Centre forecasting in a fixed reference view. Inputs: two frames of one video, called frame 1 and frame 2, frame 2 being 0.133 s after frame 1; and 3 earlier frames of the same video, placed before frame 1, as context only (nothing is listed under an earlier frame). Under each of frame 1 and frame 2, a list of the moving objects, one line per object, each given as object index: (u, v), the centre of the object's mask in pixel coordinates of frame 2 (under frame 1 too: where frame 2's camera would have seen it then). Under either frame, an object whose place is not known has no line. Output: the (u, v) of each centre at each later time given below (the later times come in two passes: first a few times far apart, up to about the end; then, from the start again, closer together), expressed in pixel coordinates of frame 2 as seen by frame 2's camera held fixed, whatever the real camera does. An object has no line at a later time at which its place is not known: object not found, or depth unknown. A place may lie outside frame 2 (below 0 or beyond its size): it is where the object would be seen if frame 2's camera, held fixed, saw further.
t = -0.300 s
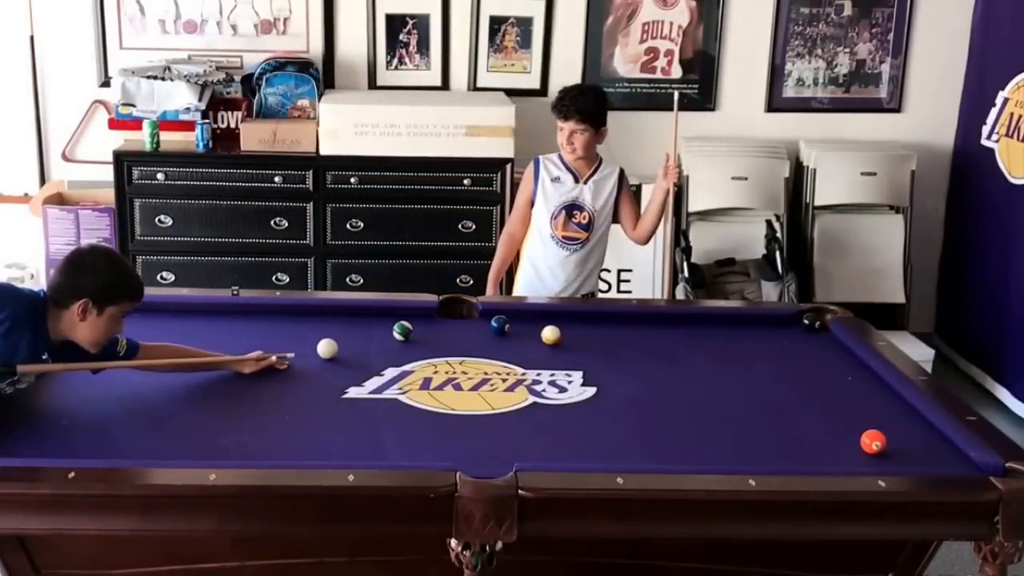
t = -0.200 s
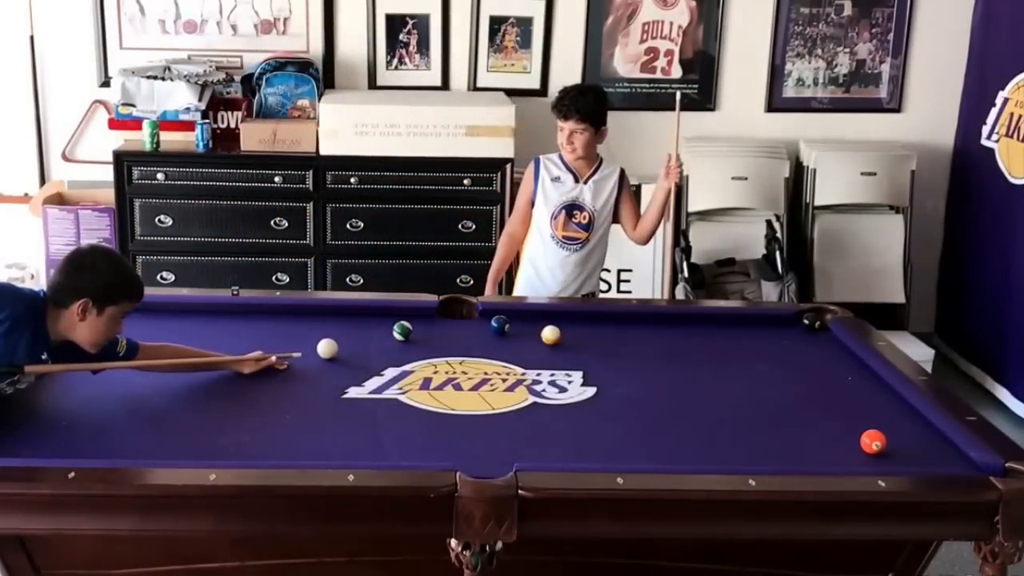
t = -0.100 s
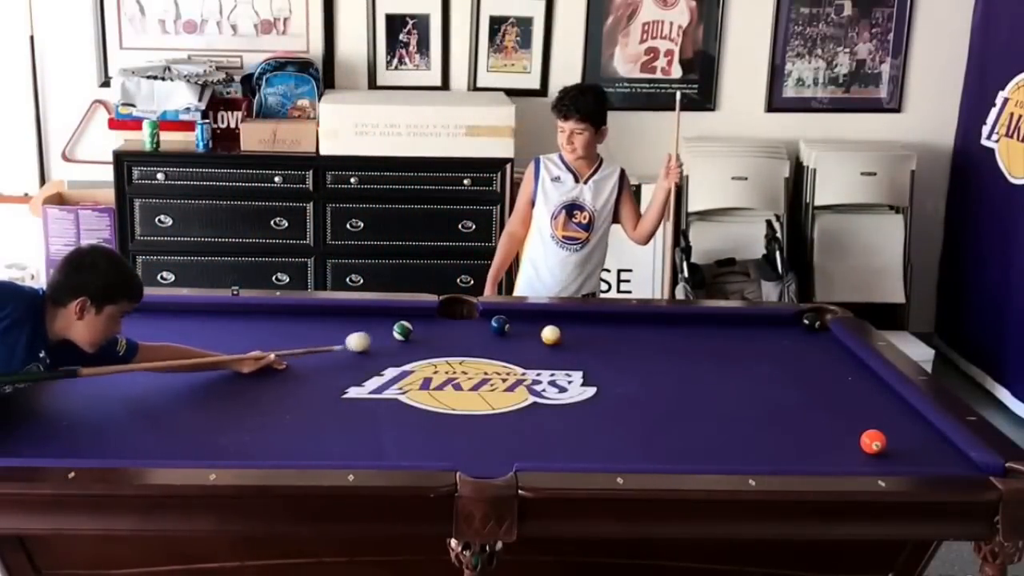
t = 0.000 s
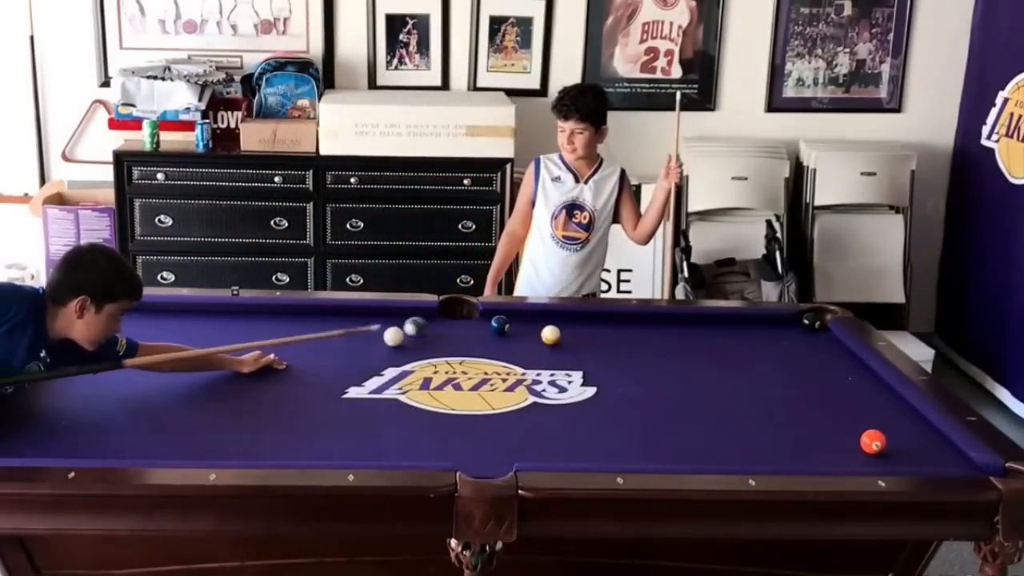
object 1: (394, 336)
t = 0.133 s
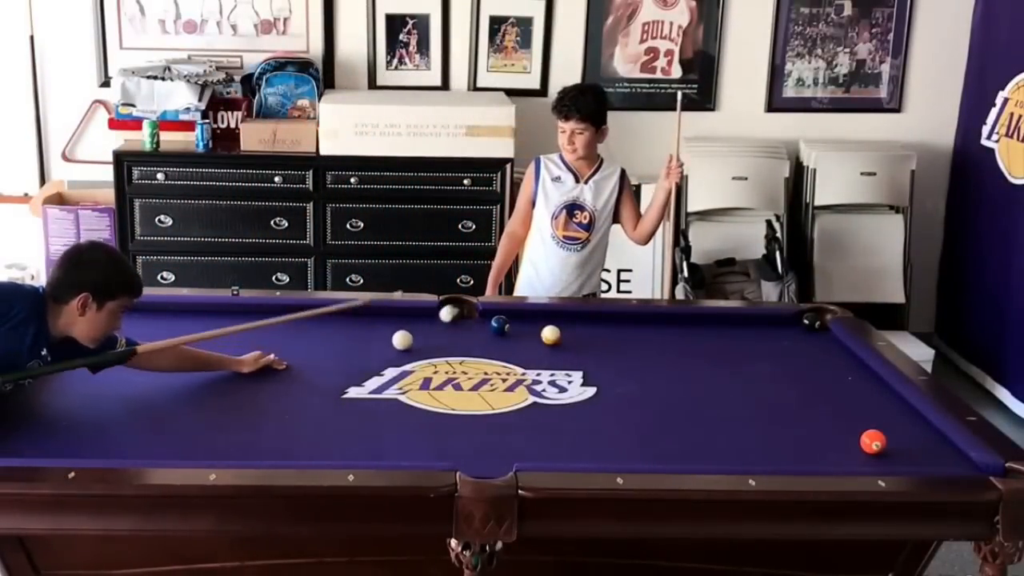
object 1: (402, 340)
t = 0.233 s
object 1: (408, 342)
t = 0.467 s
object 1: (422, 348)
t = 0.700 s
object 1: (436, 353)
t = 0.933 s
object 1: (448, 359)
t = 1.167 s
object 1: (461, 363)
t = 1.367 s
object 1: (472, 367)
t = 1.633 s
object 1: (485, 371)
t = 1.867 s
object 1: (496, 375)
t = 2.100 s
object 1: (507, 379)
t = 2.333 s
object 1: (517, 382)
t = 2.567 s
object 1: (526, 384)
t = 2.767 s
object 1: (531, 386)
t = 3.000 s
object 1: (538, 388)
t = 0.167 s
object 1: (404, 341)
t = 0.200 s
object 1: (406, 342)
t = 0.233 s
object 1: (408, 342)
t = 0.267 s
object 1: (410, 343)
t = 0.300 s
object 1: (412, 344)
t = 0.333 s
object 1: (414, 345)
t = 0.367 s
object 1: (416, 345)
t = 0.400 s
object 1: (418, 346)
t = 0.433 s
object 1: (420, 347)
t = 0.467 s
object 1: (422, 348)
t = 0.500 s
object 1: (424, 349)
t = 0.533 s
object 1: (426, 349)
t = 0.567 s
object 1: (428, 350)
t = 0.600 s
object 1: (430, 350)
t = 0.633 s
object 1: (432, 351)
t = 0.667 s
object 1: (434, 352)
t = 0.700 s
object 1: (436, 353)
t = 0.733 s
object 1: (438, 354)
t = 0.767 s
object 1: (439, 355)
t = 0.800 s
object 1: (441, 355)
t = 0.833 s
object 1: (443, 356)
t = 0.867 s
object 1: (444, 357)
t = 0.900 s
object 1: (447, 358)
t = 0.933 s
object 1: (448, 359)
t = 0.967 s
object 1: (450, 360)
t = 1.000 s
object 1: (451, 360)
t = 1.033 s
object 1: (454, 361)
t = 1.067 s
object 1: (455, 361)
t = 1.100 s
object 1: (457, 362)
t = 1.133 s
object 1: (459, 363)
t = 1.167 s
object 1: (461, 363)
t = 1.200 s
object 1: (463, 364)
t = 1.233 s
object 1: (465, 365)
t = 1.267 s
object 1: (466, 366)
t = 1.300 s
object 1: (468, 367)
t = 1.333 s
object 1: (470, 367)
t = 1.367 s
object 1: (472, 367)
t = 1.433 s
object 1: (475, 368)
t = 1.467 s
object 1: (477, 368)
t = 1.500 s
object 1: (478, 369)
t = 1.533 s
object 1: (479, 370)
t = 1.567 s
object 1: (481, 370)
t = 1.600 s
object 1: (484, 371)
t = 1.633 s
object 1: (485, 371)
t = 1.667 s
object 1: (487, 372)
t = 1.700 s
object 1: (488, 372)
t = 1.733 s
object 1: (490, 373)
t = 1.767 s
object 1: (491, 374)
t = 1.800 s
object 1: (493, 374)
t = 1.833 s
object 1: (494, 374)
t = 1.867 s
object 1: (496, 375)
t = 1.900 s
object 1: (499, 376)
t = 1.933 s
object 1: (500, 377)
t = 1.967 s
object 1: (502, 377)
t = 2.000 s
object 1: (502, 377)
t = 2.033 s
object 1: (503, 378)
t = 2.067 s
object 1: (506, 379)
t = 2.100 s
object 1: (507, 379)
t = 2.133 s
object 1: (509, 380)
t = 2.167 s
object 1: (510, 380)
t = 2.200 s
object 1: (511, 381)
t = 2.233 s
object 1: (513, 381)
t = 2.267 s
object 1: (514, 382)
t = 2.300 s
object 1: (515, 382)
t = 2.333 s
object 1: (517, 382)
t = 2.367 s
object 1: (518, 382)
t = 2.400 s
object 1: (519, 383)
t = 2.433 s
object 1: (520, 383)
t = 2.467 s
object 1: (521, 383)
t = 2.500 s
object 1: (523, 384)
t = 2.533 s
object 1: (524, 384)
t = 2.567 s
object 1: (526, 384)
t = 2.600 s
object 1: (526, 385)
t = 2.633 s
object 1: (527, 385)
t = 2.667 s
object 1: (529, 385)
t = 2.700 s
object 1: (530, 386)
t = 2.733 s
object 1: (531, 386)
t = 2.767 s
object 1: (531, 386)
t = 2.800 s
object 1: (533, 387)
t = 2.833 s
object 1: (534, 387)
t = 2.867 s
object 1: (535, 387)
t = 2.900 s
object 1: (535, 387)
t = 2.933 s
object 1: (536, 388)
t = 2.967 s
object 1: (537, 388)
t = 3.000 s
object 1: (538, 388)
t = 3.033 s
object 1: (538, 388)
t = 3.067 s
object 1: (539, 389)
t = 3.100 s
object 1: (540, 389)
